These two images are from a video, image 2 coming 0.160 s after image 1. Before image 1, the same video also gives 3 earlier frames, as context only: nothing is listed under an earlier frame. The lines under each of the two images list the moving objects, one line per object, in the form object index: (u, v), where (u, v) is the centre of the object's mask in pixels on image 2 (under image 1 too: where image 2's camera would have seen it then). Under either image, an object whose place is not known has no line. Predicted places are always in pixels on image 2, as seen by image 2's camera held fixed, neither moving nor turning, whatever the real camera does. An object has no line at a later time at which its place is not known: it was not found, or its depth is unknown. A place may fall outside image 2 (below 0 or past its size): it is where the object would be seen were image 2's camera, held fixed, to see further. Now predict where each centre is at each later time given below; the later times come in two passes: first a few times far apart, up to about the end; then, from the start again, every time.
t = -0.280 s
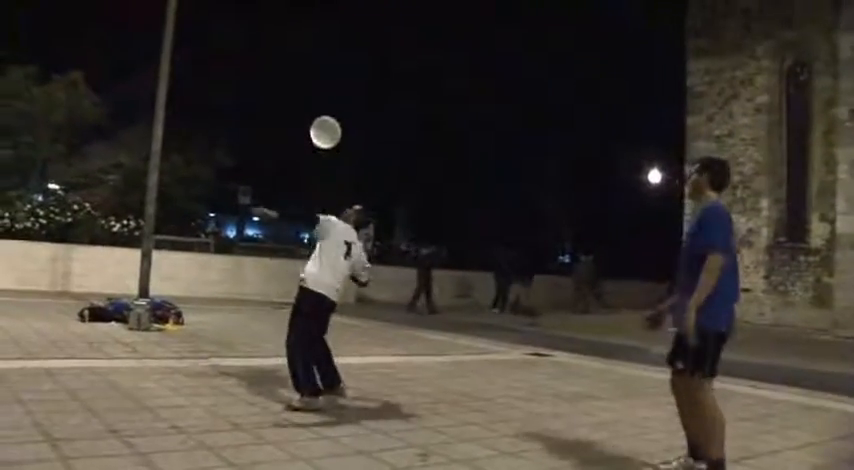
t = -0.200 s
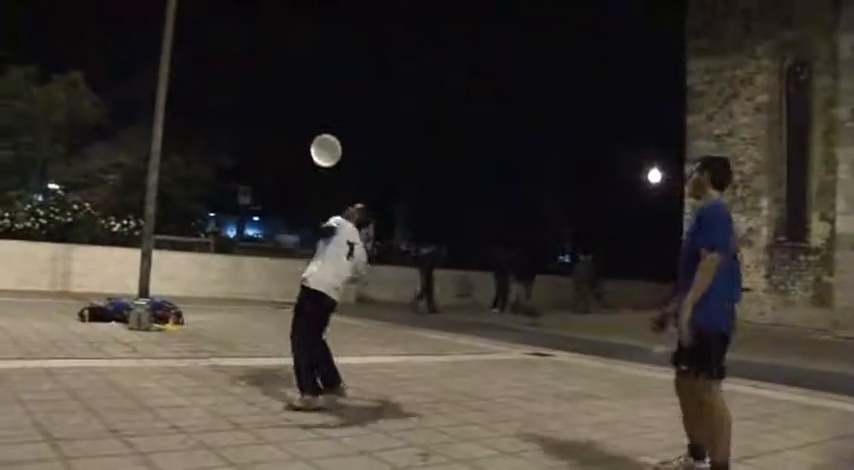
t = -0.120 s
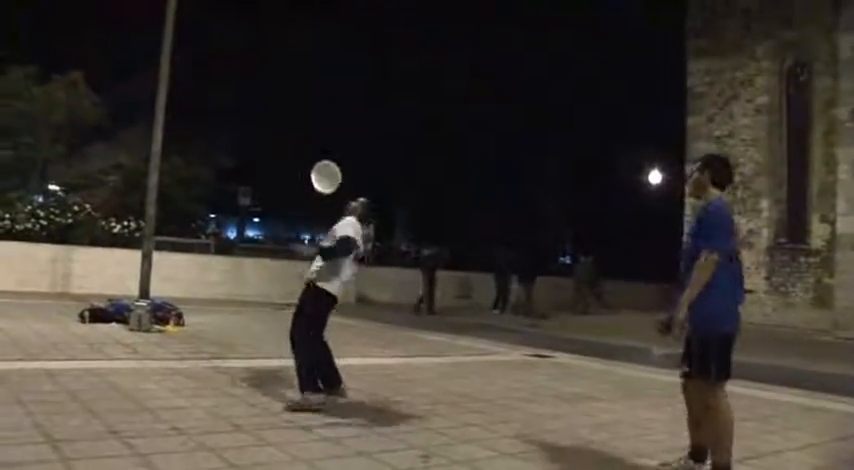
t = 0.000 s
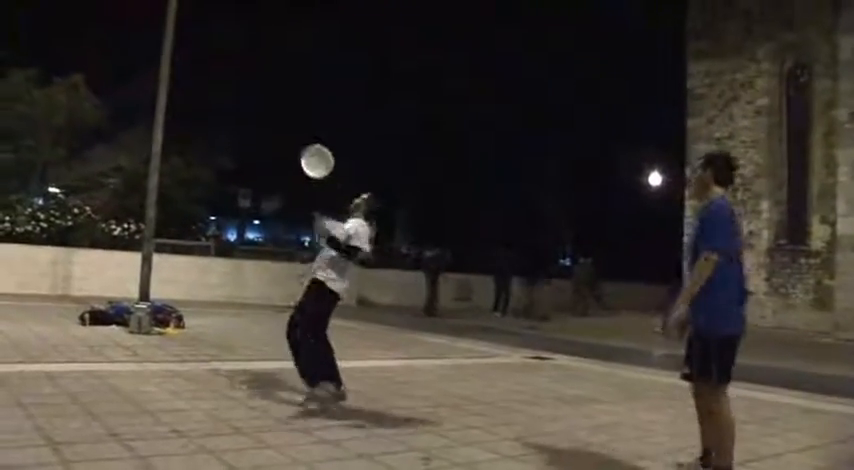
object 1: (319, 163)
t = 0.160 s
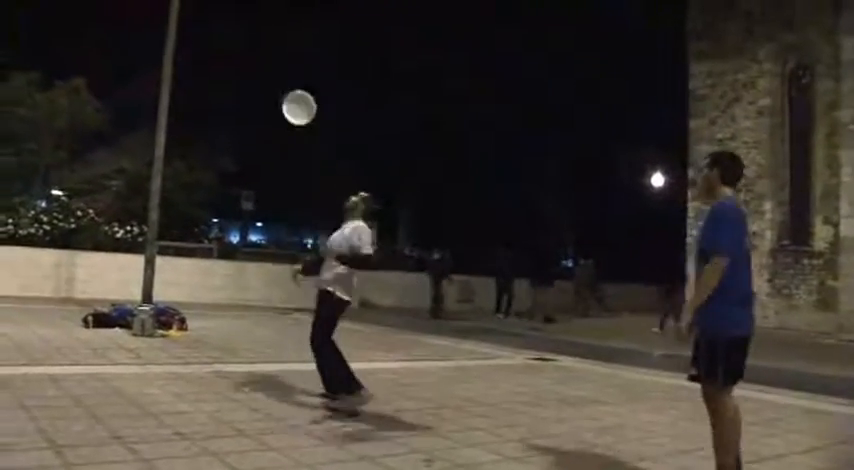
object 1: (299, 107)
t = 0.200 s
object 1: (293, 97)
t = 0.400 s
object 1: (264, 75)
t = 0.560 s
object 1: (238, 92)
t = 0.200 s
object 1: (293, 97)
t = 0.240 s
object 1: (288, 89)
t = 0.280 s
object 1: (283, 83)
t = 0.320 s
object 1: (277, 78)
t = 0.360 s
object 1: (271, 75)
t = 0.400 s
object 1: (264, 75)
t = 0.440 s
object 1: (258, 76)
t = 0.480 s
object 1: (251, 79)
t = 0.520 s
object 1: (244, 84)
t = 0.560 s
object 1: (238, 92)
